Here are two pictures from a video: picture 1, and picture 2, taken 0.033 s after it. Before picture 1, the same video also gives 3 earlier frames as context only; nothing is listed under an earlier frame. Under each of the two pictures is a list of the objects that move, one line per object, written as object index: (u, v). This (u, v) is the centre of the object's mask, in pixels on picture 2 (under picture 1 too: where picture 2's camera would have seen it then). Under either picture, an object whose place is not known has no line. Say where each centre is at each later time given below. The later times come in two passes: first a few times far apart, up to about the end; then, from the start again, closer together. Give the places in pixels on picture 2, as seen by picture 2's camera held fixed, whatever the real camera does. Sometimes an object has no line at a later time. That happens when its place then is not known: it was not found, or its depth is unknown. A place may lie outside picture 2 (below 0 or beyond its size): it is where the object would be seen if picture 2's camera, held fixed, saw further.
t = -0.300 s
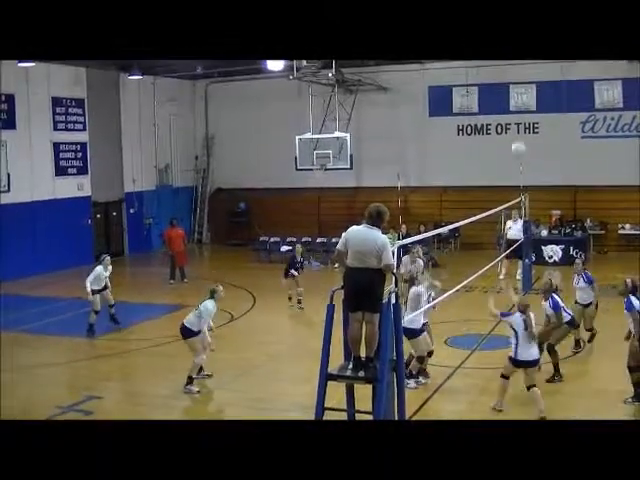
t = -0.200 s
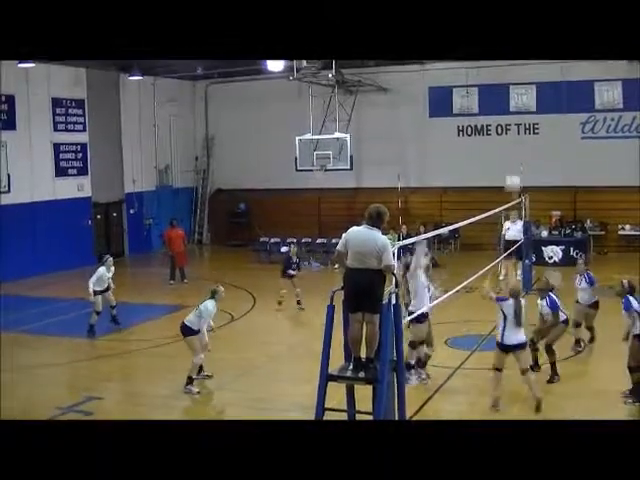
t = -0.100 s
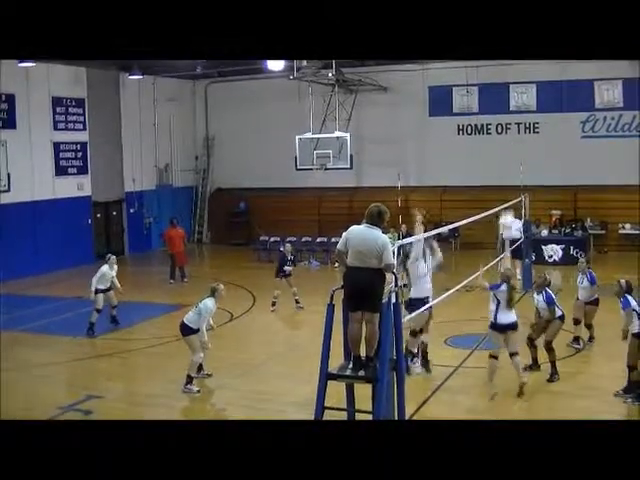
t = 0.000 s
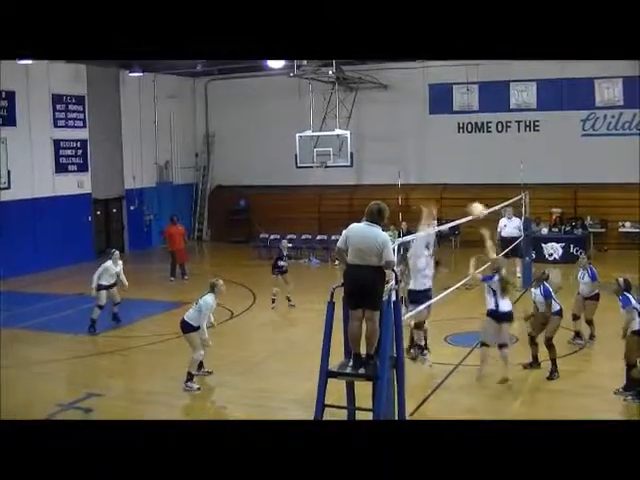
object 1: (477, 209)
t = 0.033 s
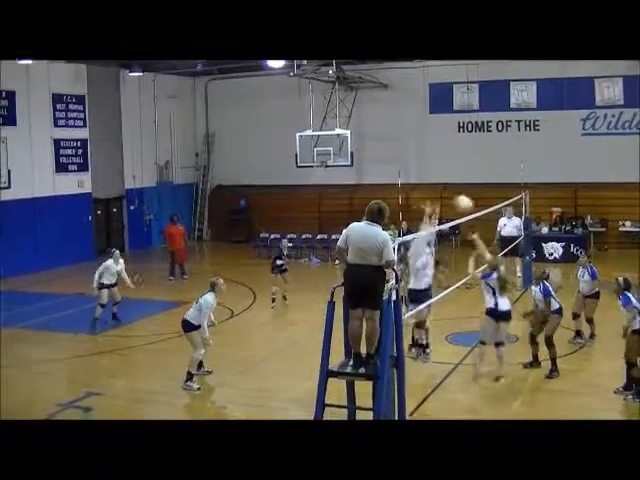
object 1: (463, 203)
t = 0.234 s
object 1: (384, 184)
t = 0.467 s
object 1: (306, 196)
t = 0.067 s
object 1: (450, 198)
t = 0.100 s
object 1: (436, 194)
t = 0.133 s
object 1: (423, 189)
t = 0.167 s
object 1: (410, 187)
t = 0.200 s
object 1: (397, 185)
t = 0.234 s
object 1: (384, 184)
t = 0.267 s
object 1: (373, 184)
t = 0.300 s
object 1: (361, 184)
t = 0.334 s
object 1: (350, 185)
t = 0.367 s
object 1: (338, 187)
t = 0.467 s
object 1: (306, 196)
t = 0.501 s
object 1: (296, 200)
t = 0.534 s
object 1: (287, 205)
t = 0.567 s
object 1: (277, 210)
